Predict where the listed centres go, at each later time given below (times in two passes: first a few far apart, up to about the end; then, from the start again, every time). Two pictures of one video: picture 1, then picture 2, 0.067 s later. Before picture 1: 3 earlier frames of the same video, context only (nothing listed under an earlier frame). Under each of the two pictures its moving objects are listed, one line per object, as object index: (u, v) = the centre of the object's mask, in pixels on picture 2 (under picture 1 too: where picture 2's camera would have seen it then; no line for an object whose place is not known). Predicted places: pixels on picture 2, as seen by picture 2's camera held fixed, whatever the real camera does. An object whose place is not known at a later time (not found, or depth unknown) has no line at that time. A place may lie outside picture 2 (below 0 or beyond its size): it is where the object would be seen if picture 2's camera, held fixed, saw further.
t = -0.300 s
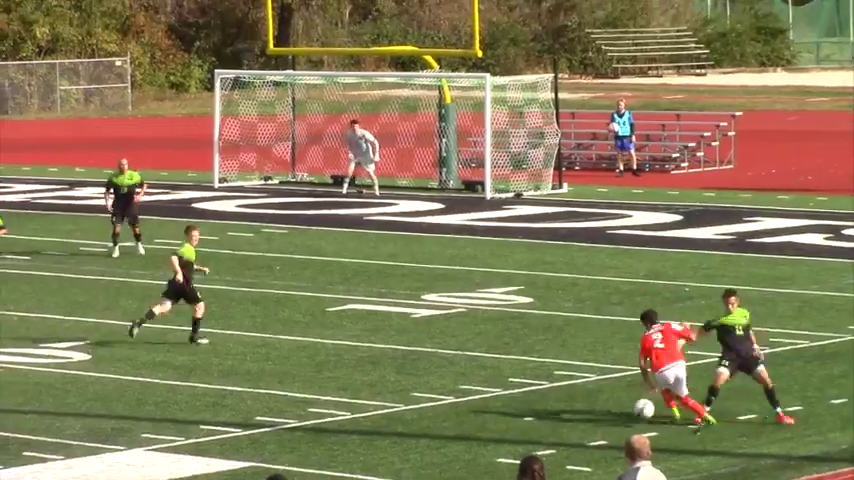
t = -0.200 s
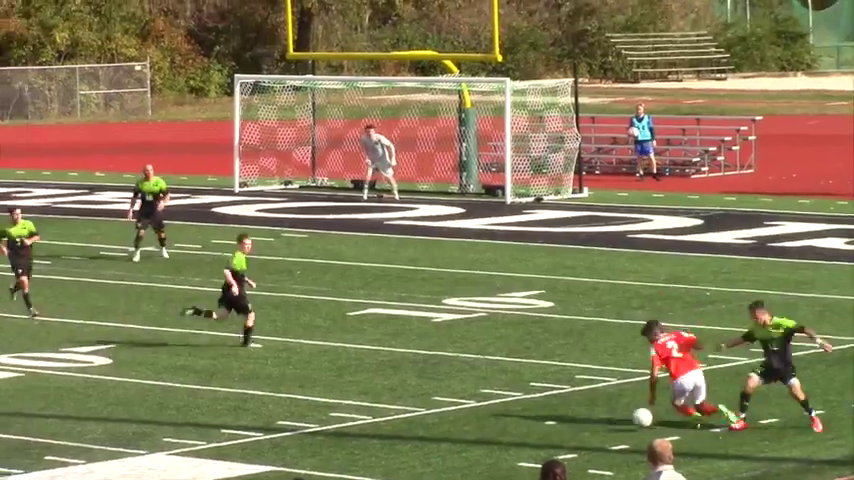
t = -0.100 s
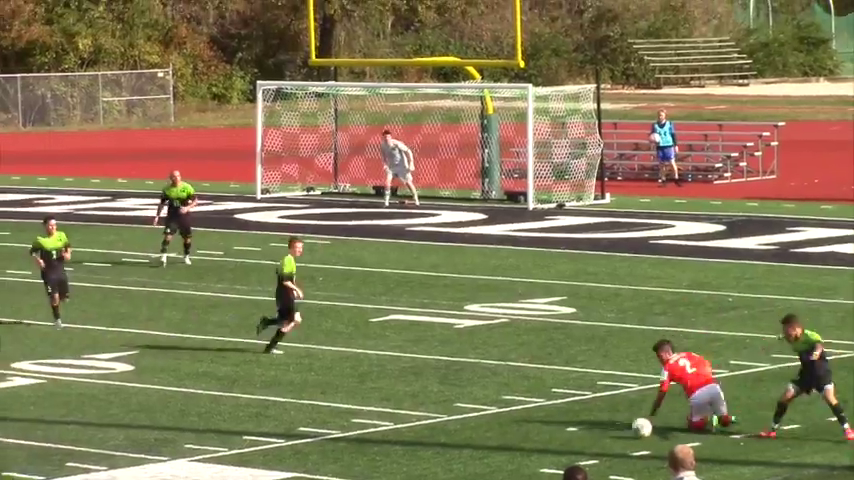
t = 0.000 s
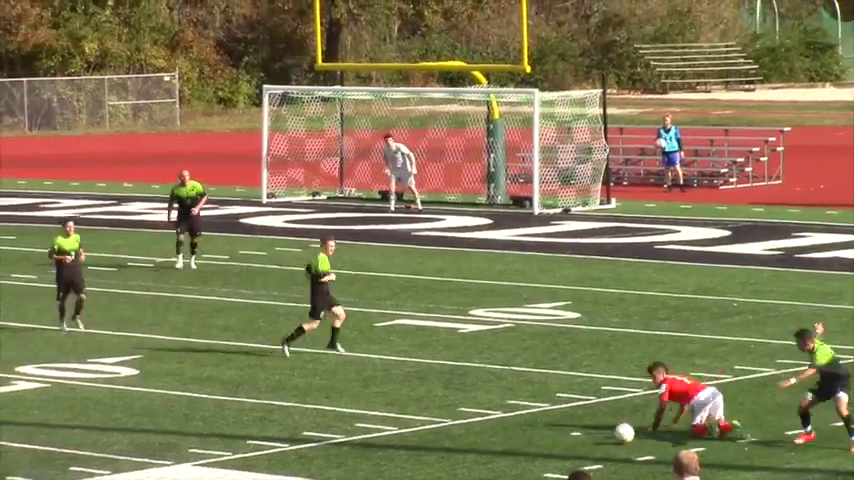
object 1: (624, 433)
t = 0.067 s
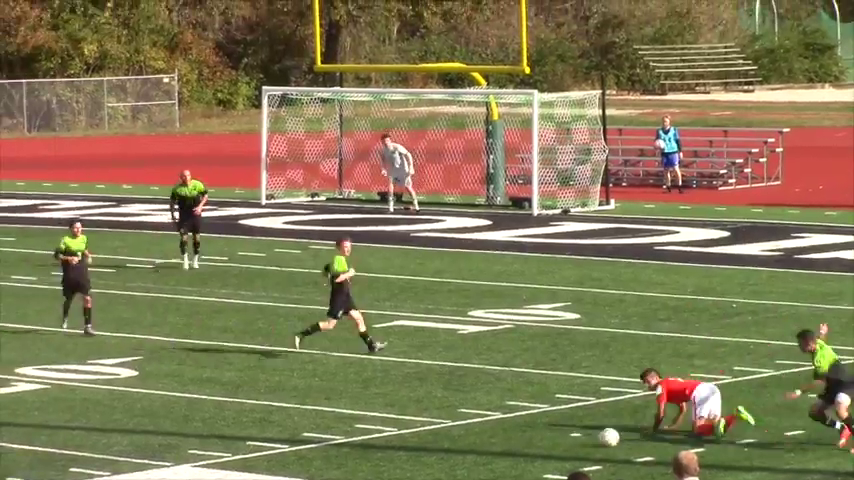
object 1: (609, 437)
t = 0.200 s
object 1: (582, 438)
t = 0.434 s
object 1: (538, 440)
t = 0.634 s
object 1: (502, 441)
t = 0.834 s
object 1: (468, 444)
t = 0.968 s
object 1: (448, 445)
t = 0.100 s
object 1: (602, 436)
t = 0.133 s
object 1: (595, 436)
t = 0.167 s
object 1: (589, 437)
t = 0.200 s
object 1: (582, 438)
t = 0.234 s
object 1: (575, 439)
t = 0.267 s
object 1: (569, 438)
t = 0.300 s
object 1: (563, 439)
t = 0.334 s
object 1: (557, 439)
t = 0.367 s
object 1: (550, 440)
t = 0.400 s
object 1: (544, 439)
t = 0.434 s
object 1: (538, 440)
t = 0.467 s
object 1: (533, 440)
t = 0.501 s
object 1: (526, 440)
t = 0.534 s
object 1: (519, 441)
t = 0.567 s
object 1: (513, 441)
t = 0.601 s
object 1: (508, 441)
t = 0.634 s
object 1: (502, 441)
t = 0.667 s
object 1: (496, 441)
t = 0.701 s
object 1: (491, 441)
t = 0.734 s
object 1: (484, 442)
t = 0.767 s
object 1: (480, 442)
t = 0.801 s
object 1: (474, 443)
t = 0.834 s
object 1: (468, 444)
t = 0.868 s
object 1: (463, 444)
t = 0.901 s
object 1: (458, 444)
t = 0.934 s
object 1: (453, 445)
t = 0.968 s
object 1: (448, 445)
